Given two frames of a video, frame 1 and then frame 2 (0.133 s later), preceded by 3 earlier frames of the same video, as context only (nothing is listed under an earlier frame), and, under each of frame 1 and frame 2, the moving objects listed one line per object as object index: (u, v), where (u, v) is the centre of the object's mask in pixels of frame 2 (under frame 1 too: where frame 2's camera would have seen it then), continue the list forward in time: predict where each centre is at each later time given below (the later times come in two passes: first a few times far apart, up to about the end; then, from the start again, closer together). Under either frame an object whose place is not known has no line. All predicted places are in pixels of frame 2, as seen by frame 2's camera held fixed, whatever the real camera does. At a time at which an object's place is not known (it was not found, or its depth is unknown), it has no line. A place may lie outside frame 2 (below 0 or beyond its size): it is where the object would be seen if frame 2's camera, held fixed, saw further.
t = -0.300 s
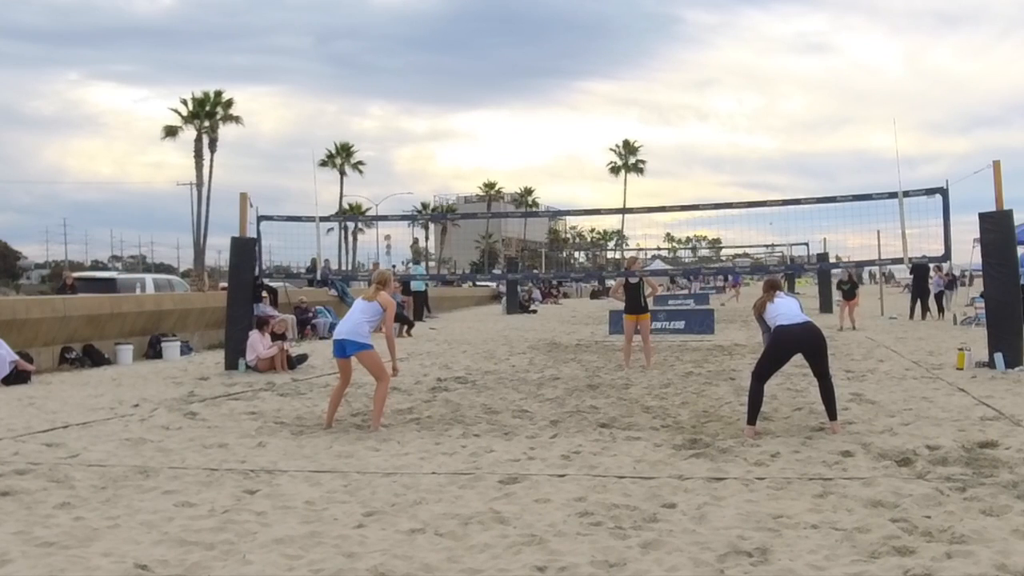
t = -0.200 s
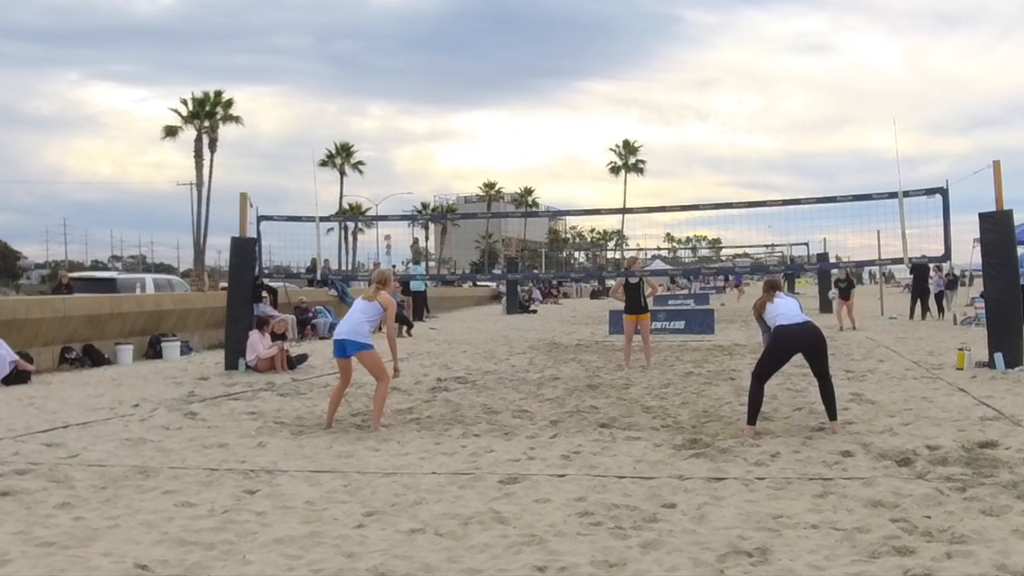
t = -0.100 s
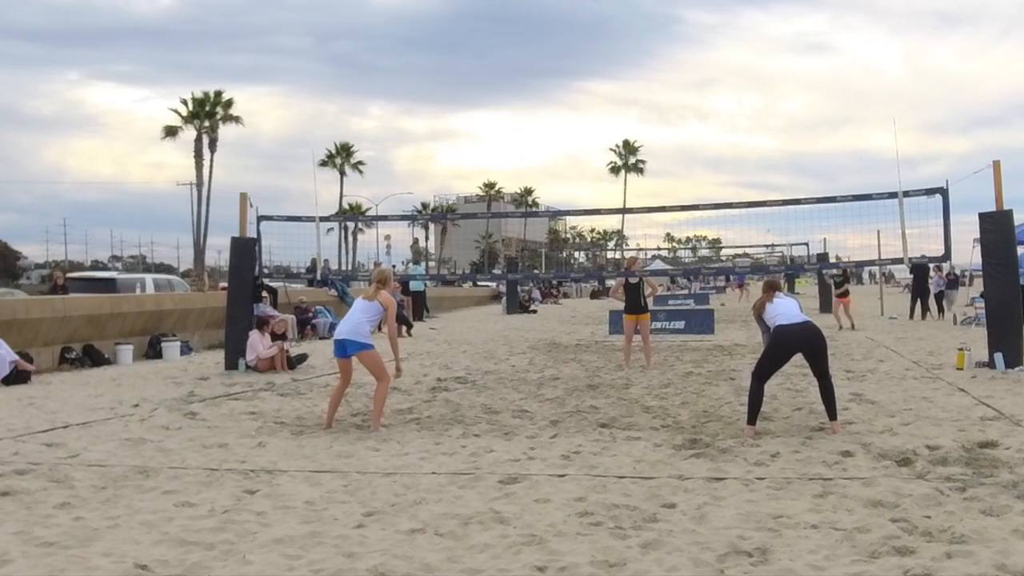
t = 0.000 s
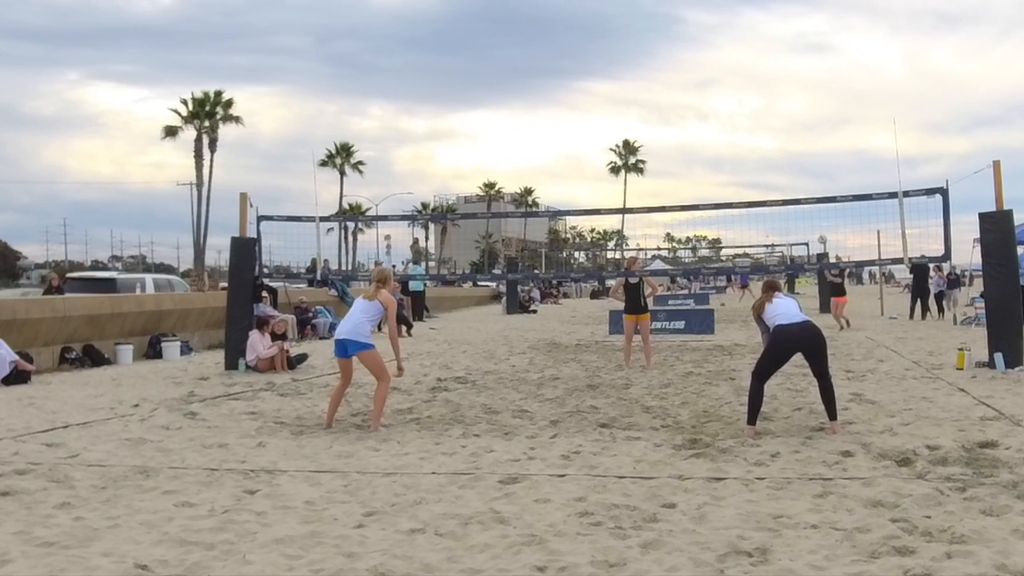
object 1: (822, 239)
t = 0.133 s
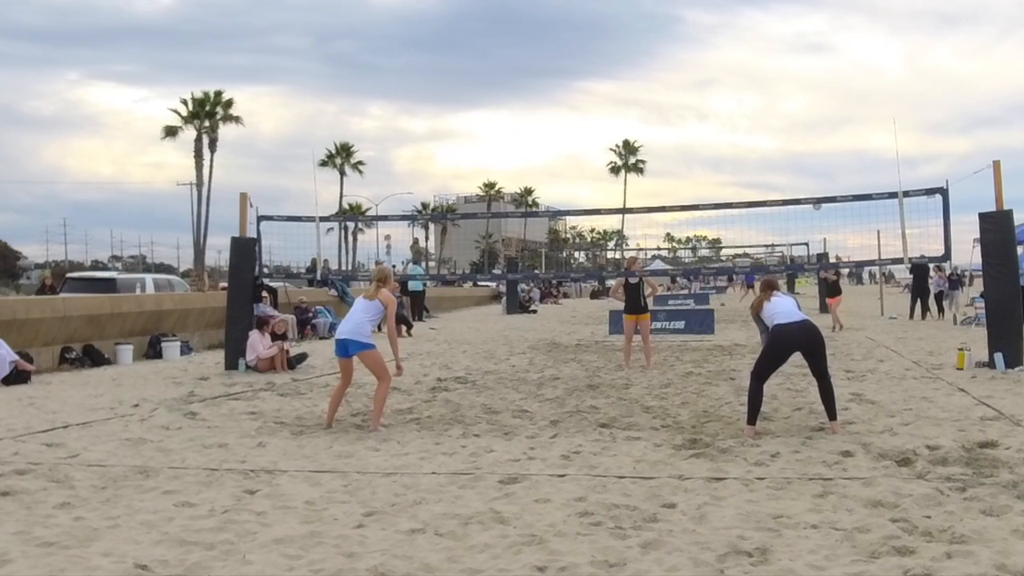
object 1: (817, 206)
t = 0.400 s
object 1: (807, 160)
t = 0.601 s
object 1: (801, 148)
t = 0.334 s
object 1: (810, 169)
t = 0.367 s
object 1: (809, 165)
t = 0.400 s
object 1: (807, 160)
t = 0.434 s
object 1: (806, 157)
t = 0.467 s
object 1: (806, 154)
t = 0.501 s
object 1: (804, 152)
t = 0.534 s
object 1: (803, 150)
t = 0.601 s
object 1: (801, 148)
